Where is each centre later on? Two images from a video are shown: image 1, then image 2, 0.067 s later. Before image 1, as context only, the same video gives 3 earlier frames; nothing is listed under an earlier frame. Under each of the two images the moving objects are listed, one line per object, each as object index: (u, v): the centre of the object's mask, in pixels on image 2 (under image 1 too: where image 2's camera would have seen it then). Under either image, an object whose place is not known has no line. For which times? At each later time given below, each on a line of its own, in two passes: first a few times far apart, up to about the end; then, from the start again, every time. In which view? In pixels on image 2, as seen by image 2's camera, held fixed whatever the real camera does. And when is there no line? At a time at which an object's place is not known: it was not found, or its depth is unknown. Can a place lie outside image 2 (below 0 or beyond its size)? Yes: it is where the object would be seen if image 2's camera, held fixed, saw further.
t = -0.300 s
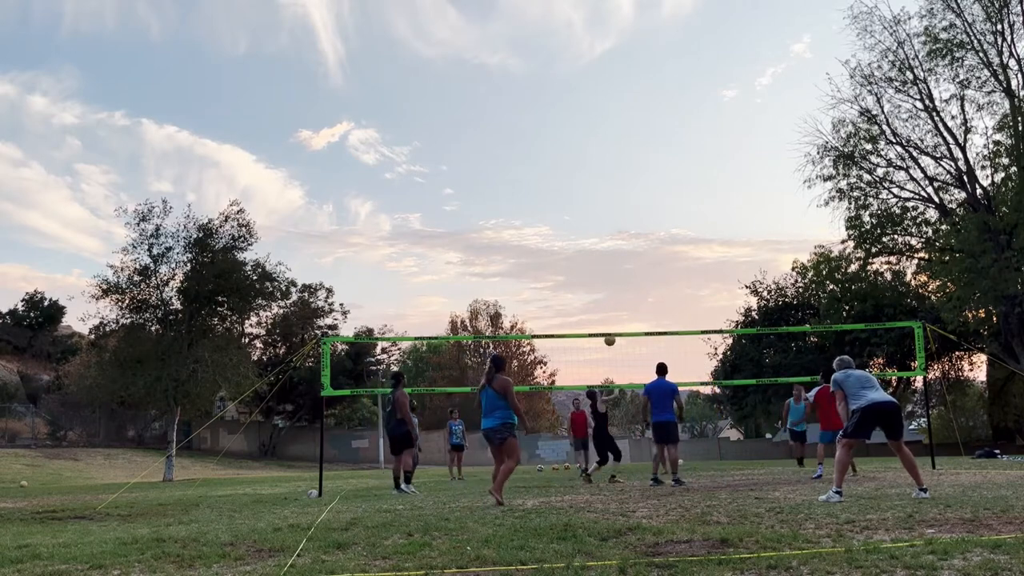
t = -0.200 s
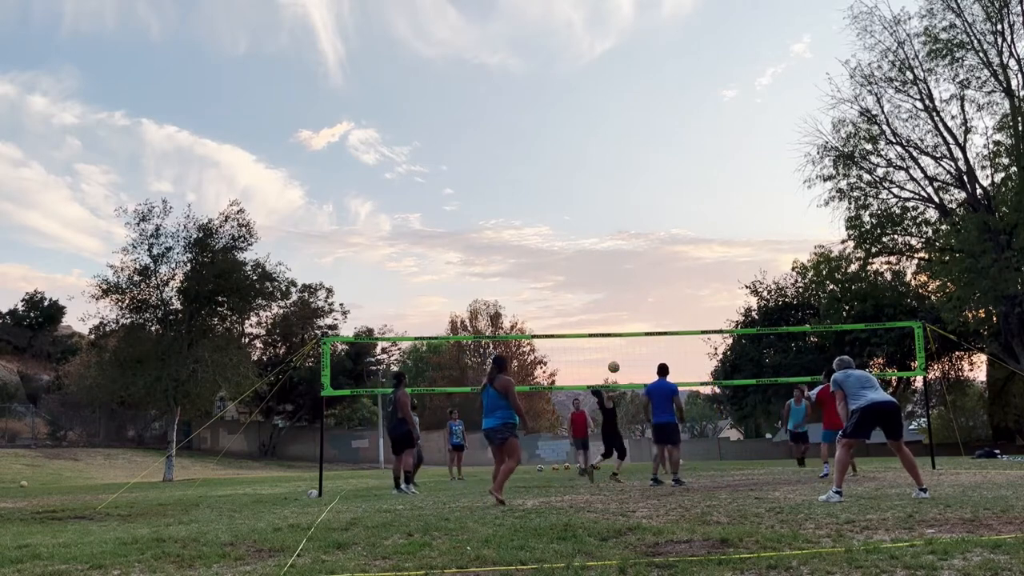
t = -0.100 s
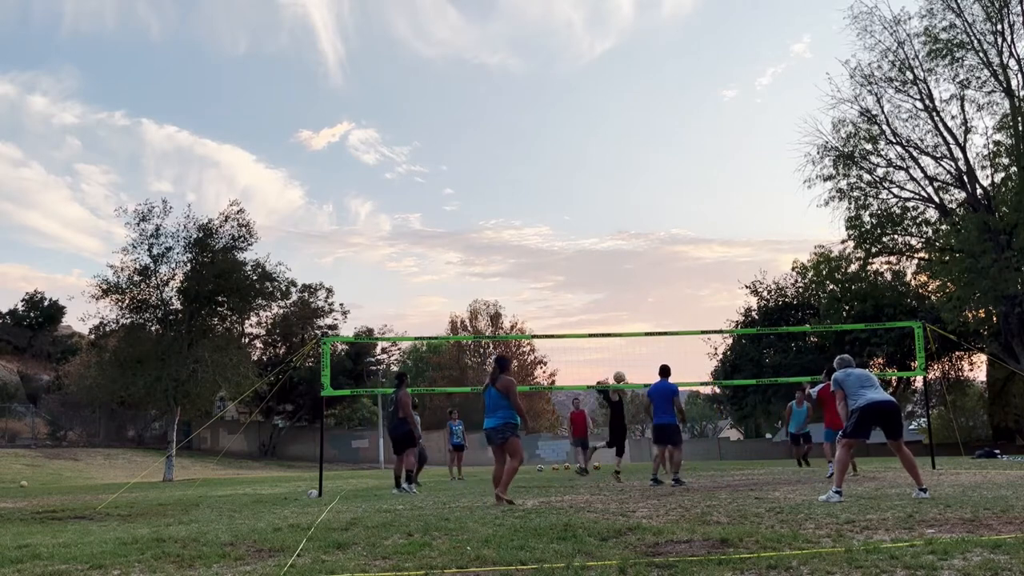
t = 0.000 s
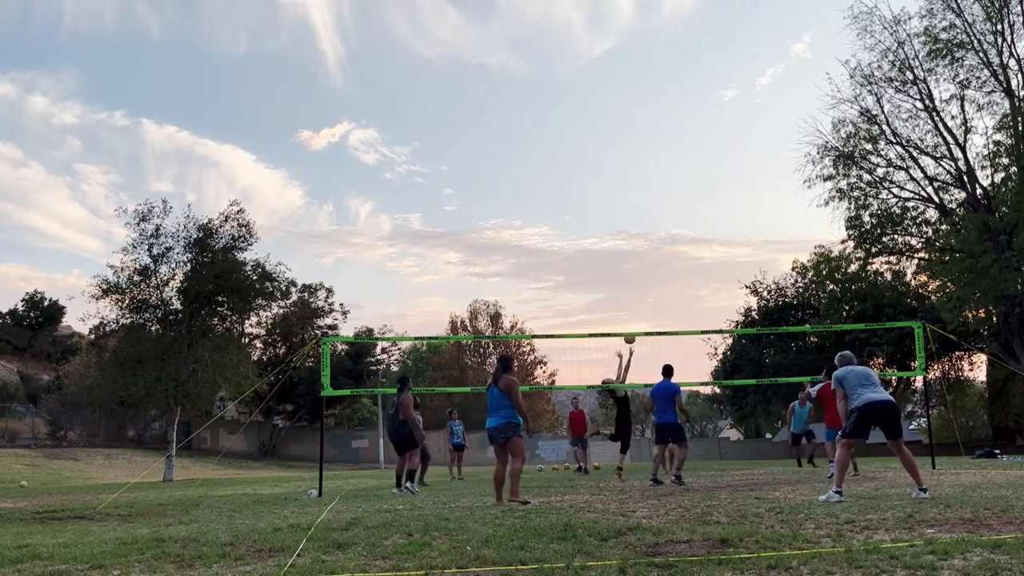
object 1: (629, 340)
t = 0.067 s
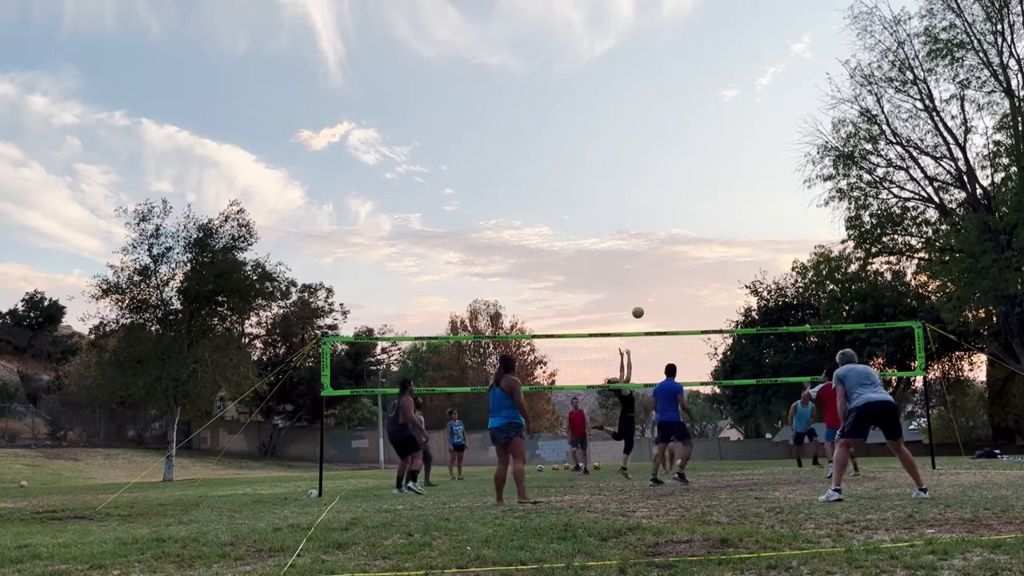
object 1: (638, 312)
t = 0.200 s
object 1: (654, 269)
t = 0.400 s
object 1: (678, 224)
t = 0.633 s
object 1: (707, 199)
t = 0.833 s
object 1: (733, 200)
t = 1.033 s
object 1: (760, 220)
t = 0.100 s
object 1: (642, 300)
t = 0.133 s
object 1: (646, 289)
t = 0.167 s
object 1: (650, 279)
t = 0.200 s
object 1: (654, 269)
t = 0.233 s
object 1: (658, 260)
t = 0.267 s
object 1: (662, 252)
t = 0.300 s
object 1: (666, 244)
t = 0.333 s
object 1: (670, 237)
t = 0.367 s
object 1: (674, 230)
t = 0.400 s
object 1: (678, 224)
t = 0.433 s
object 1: (682, 219)
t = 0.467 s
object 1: (686, 214)
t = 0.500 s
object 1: (690, 210)
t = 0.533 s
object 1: (695, 206)
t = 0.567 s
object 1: (699, 203)
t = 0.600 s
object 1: (703, 201)
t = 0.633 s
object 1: (707, 199)
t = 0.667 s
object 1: (711, 198)
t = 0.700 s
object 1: (716, 197)
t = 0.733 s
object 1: (720, 197)
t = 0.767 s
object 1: (724, 197)
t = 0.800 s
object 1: (729, 198)
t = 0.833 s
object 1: (733, 200)
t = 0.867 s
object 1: (738, 202)
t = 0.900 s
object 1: (742, 204)
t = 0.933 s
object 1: (747, 207)
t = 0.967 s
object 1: (751, 211)
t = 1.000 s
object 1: (756, 215)
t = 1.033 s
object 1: (760, 220)
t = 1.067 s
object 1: (765, 226)
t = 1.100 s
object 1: (770, 232)
